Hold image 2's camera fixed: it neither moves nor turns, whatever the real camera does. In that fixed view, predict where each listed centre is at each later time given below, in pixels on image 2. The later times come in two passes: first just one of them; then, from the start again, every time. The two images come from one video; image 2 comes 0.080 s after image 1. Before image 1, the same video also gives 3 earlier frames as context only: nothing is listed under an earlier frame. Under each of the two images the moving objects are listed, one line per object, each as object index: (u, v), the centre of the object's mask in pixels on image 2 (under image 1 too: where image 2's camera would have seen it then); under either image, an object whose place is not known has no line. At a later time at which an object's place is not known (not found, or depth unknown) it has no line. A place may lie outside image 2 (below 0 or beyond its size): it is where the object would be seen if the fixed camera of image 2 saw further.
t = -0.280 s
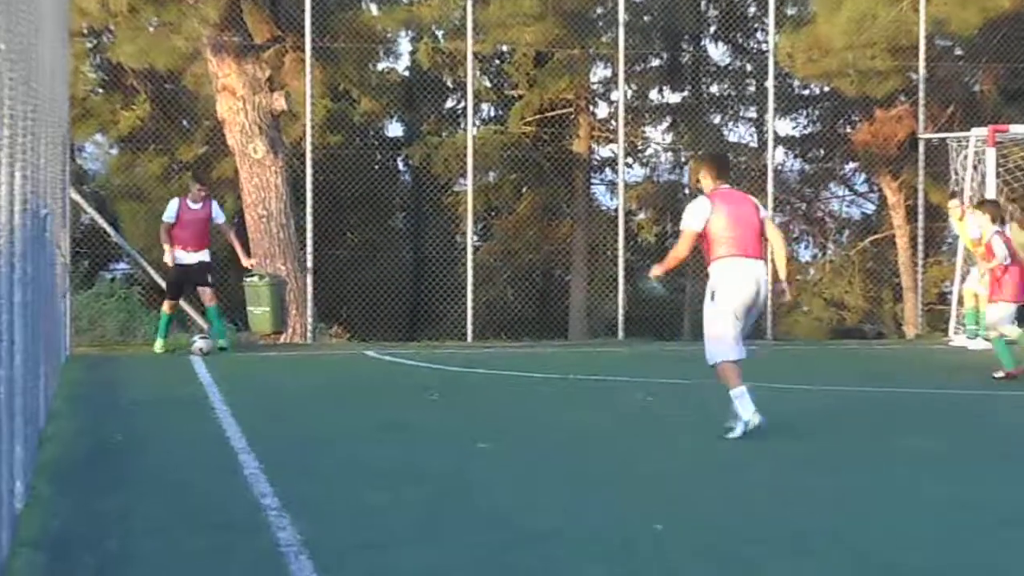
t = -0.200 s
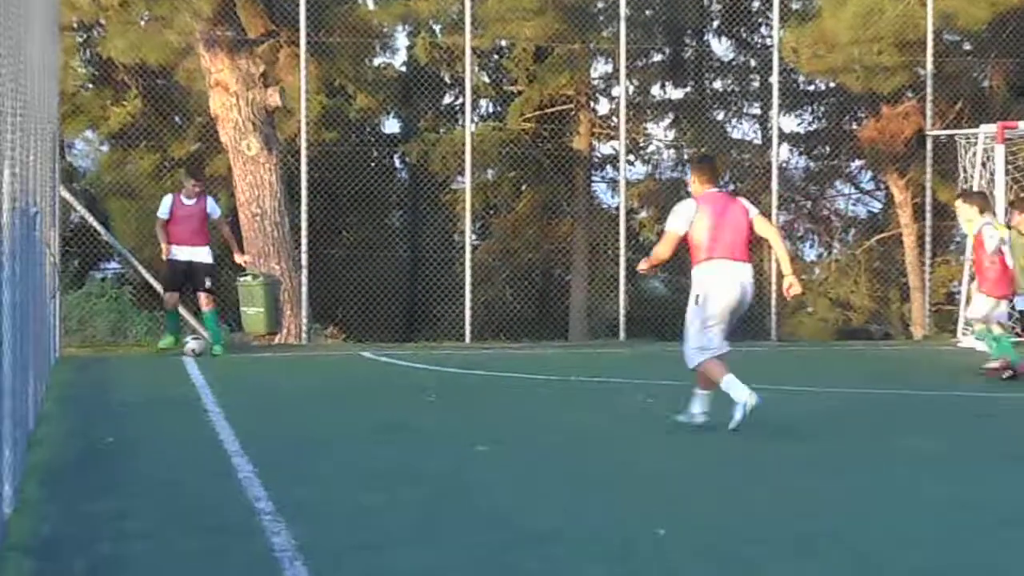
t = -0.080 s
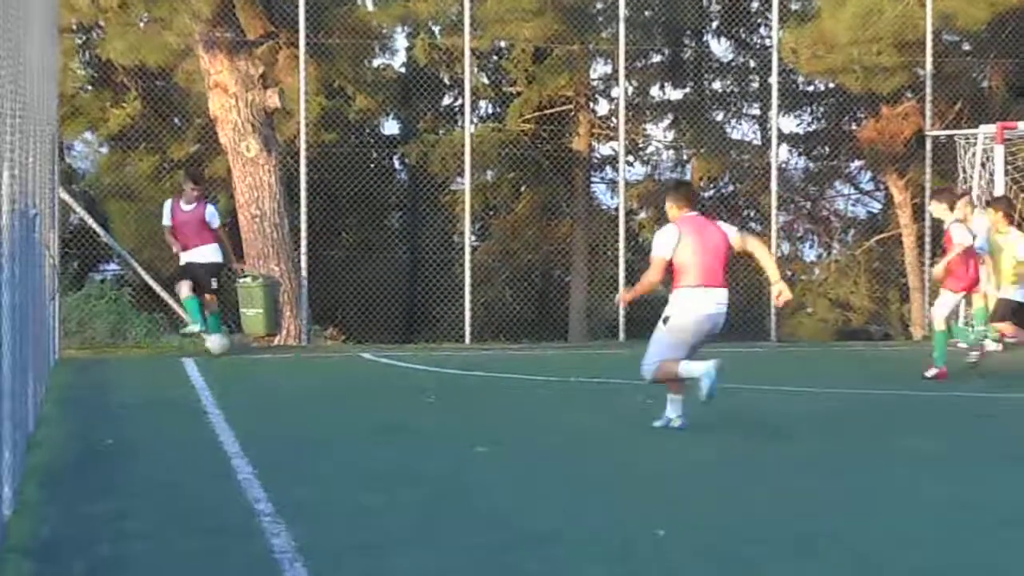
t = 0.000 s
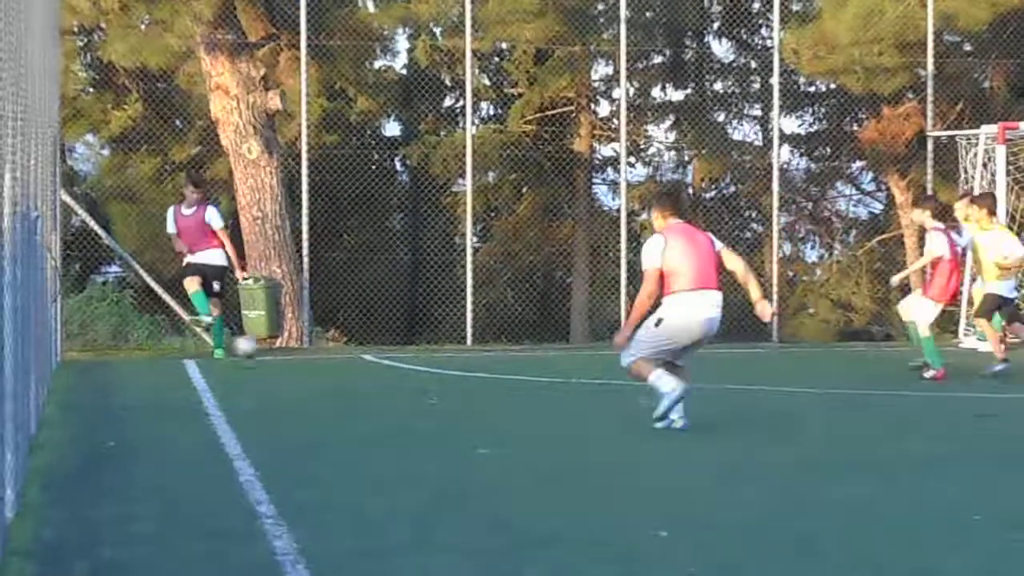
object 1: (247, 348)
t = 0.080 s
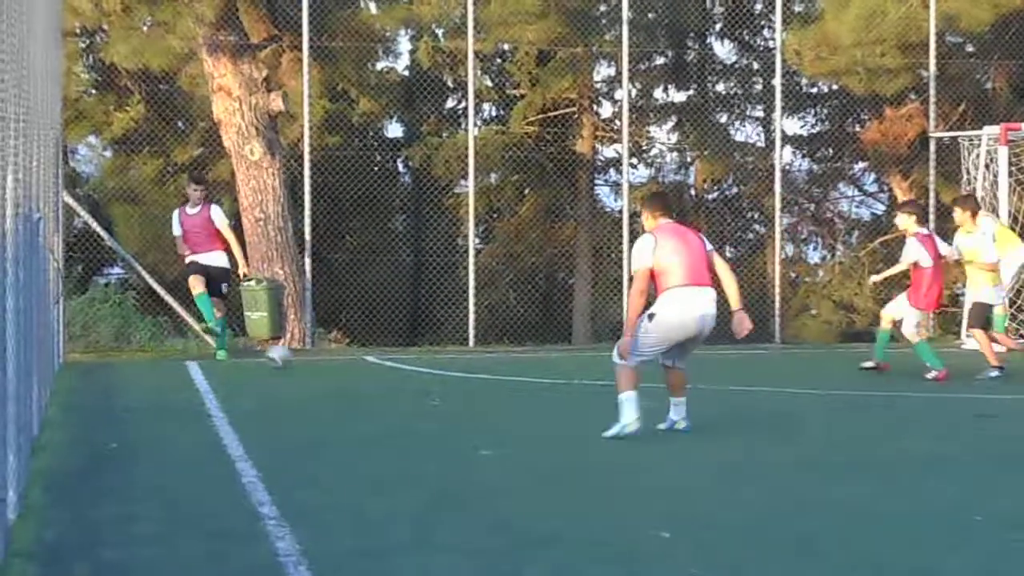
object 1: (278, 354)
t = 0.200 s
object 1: (321, 362)
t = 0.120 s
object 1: (293, 364)
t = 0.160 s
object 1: (307, 365)
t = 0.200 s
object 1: (321, 362)
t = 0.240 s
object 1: (334, 360)
